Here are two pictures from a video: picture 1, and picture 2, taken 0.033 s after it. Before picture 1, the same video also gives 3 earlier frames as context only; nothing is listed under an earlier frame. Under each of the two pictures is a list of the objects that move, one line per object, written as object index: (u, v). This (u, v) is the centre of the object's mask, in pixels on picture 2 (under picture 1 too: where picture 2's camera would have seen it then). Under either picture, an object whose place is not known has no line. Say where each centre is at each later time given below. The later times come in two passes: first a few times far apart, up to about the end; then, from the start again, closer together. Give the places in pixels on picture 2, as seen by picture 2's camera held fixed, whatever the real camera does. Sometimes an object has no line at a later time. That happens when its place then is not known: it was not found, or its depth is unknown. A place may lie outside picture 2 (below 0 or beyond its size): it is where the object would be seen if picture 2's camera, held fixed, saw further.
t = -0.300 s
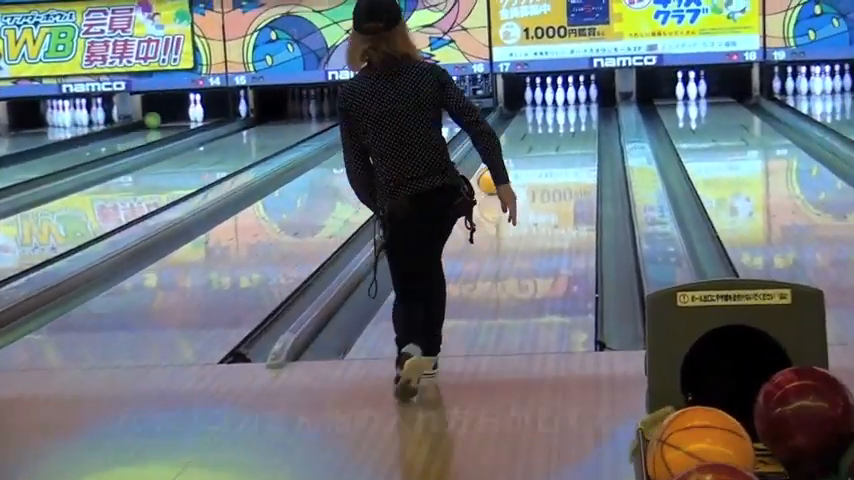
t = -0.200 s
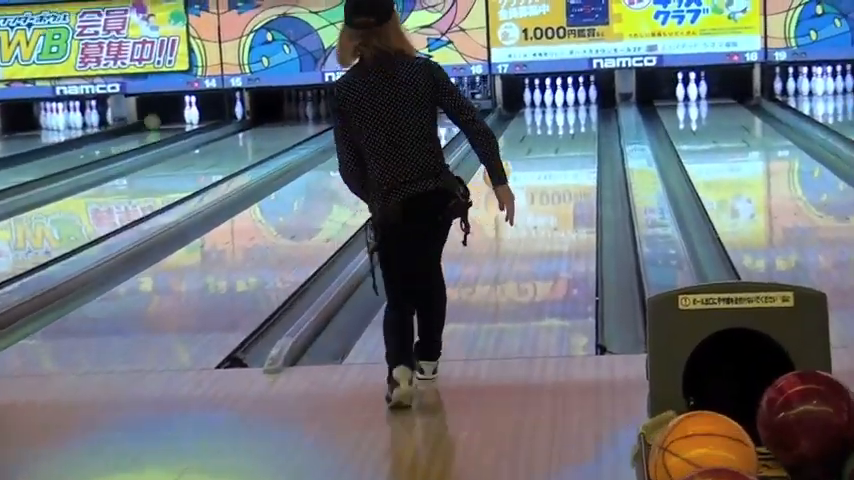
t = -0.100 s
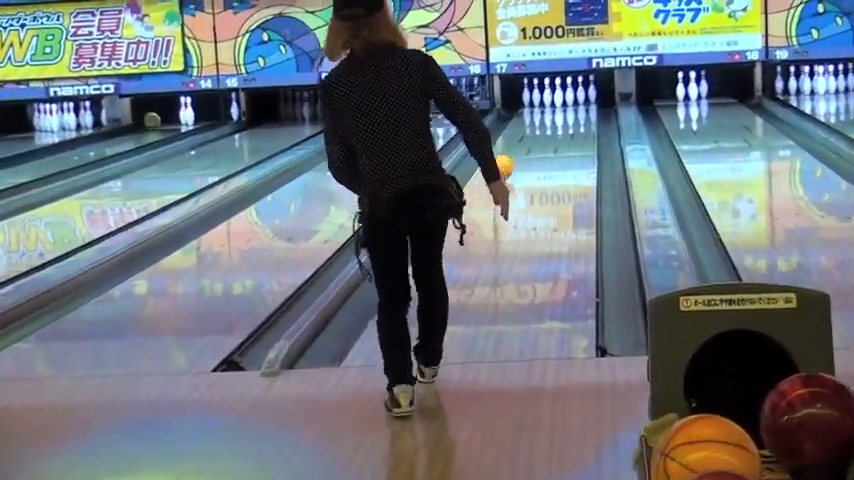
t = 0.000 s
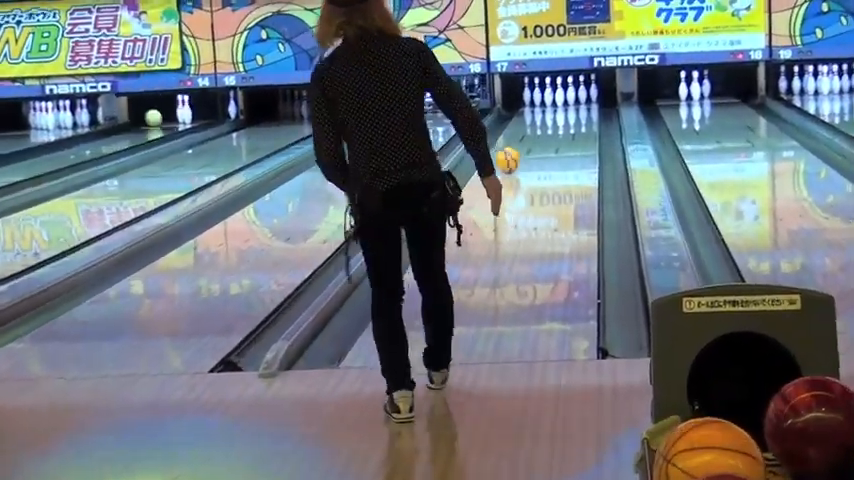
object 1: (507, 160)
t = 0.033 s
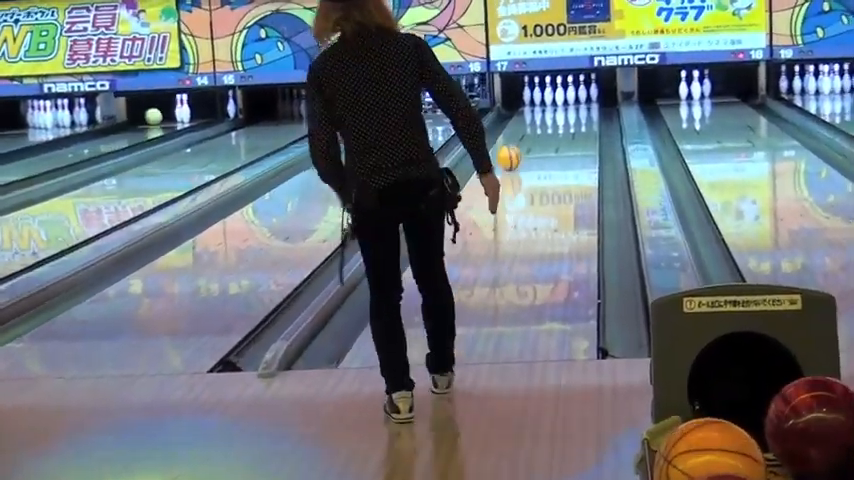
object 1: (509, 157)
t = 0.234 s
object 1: (518, 145)
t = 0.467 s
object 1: (529, 135)
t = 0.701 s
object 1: (535, 130)
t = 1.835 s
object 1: (572, 91)
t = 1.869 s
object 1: (575, 91)
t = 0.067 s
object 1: (511, 155)
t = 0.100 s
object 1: (511, 153)
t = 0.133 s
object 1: (513, 150)
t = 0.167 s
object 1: (516, 148)
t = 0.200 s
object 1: (517, 147)
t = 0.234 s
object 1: (518, 145)
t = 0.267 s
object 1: (519, 144)
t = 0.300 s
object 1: (520, 143)
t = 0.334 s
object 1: (521, 142)
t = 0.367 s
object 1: (525, 139)
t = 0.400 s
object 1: (526, 138)
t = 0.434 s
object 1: (528, 135)
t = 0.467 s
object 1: (529, 135)
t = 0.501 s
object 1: (530, 135)
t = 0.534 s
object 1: (531, 134)
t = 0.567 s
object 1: (532, 134)
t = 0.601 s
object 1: (534, 131)
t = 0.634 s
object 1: (535, 131)
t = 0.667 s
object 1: (535, 131)
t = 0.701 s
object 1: (535, 130)
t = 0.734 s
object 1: (536, 128)
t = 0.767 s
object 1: (538, 127)
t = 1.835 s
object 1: (572, 91)
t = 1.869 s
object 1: (575, 91)
